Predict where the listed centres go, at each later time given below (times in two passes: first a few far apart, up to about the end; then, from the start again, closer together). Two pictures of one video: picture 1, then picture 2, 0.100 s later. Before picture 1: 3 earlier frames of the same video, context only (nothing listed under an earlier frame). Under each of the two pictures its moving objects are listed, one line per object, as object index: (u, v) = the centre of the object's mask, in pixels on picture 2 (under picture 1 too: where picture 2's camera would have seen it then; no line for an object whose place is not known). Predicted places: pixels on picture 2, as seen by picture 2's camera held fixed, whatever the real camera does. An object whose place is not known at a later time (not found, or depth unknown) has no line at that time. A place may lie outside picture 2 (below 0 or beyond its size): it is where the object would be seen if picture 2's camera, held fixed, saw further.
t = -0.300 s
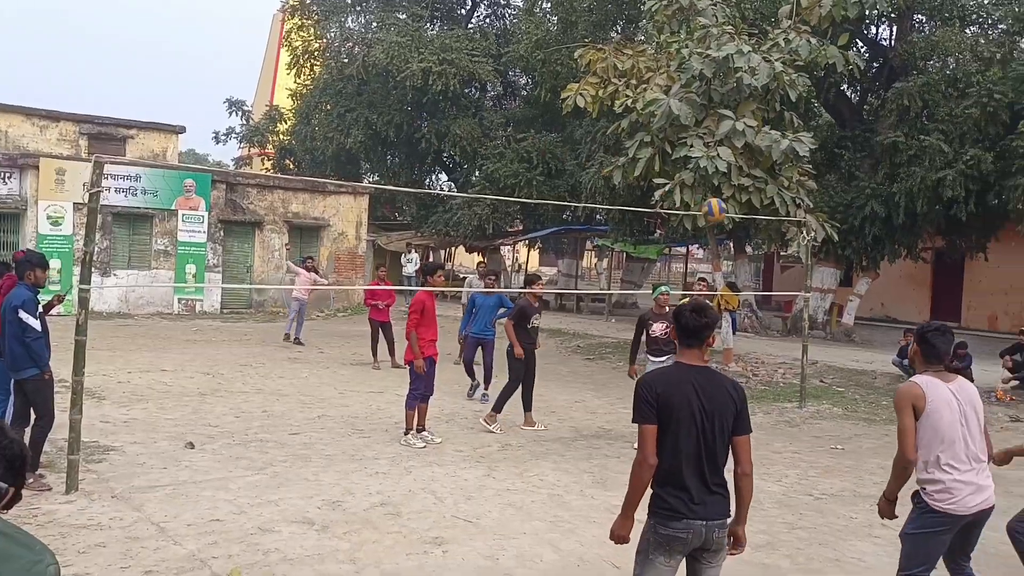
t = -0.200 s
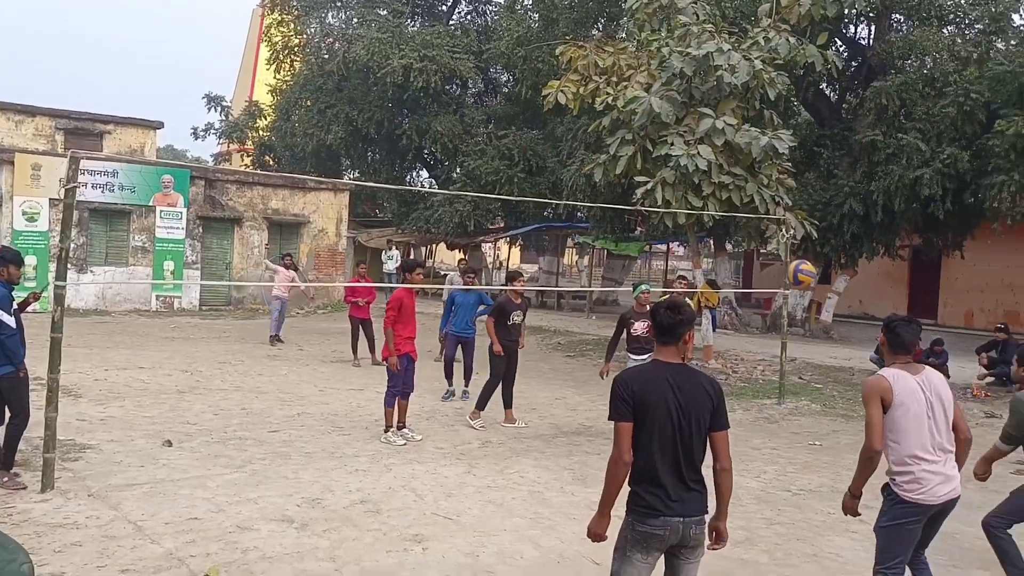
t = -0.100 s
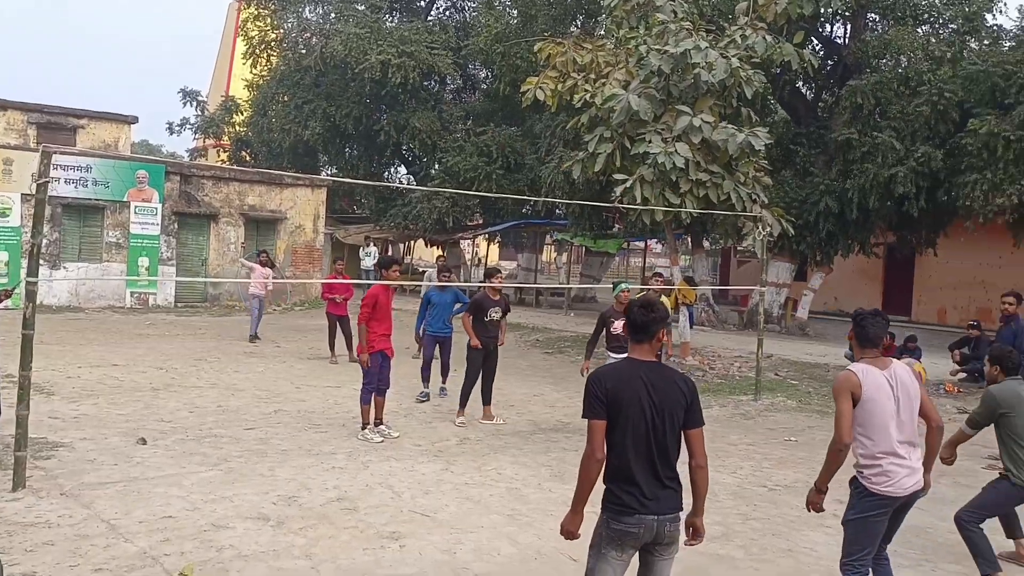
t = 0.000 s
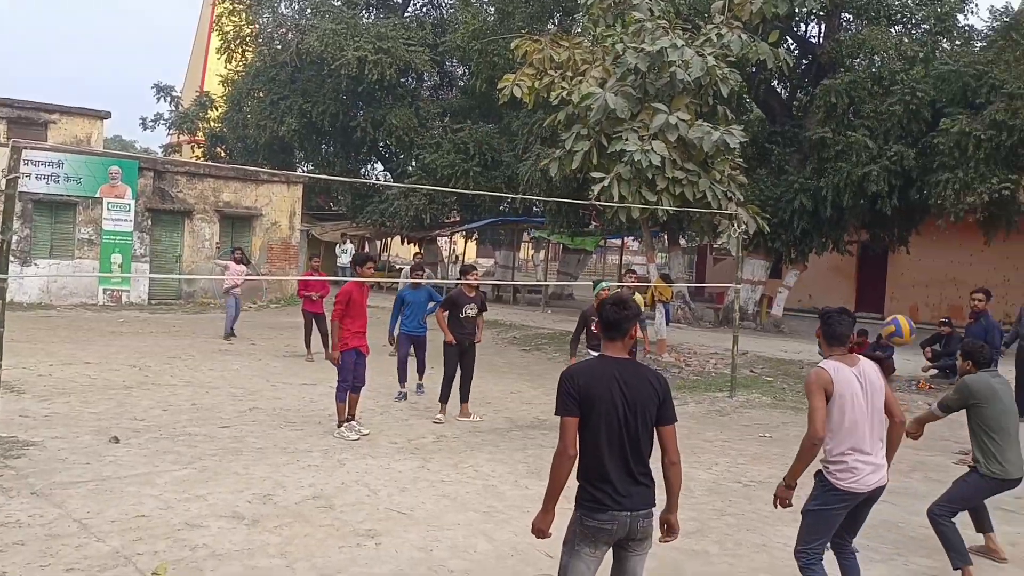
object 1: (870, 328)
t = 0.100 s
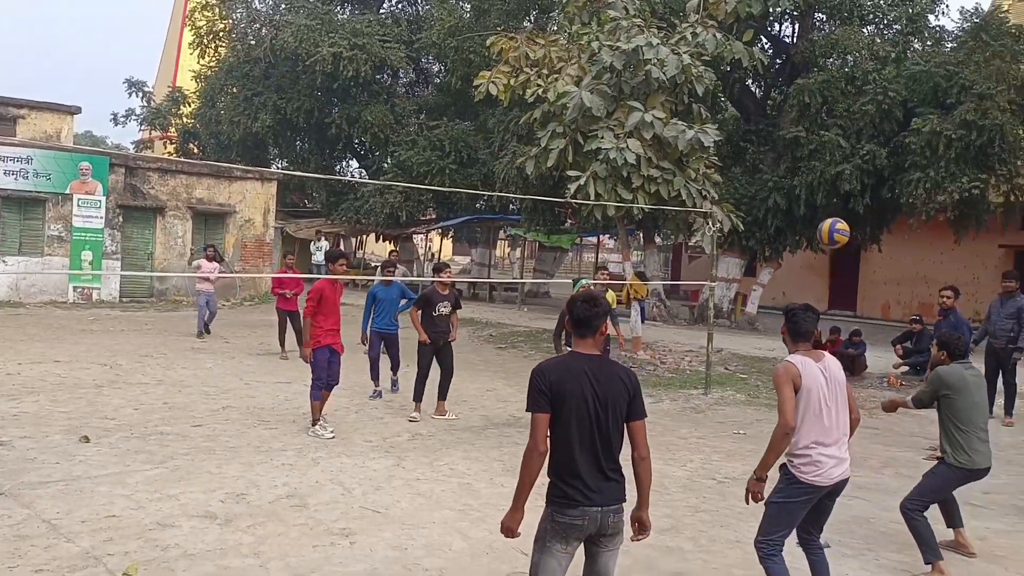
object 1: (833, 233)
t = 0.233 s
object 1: (786, 137)
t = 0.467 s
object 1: (713, 40)
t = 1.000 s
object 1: (568, 82)
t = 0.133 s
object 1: (821, 206)
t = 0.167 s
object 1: (809, 181)
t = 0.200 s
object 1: (797, 158)
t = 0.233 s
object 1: (786, 137)
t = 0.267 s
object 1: (775, 118)
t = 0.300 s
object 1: (763, 100)
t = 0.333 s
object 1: (753, 85)
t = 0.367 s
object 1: (743, 71)
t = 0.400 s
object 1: (733, 59)
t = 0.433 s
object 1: (723, 49)
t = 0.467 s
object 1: (713, 40)
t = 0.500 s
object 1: (703, 32)
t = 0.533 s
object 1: (693, 26)
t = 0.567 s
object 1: (683, 22)
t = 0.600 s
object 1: (673, 18)
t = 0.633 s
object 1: (664, 17)
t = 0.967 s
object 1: (576, 71)
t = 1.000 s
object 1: (568, 82)
